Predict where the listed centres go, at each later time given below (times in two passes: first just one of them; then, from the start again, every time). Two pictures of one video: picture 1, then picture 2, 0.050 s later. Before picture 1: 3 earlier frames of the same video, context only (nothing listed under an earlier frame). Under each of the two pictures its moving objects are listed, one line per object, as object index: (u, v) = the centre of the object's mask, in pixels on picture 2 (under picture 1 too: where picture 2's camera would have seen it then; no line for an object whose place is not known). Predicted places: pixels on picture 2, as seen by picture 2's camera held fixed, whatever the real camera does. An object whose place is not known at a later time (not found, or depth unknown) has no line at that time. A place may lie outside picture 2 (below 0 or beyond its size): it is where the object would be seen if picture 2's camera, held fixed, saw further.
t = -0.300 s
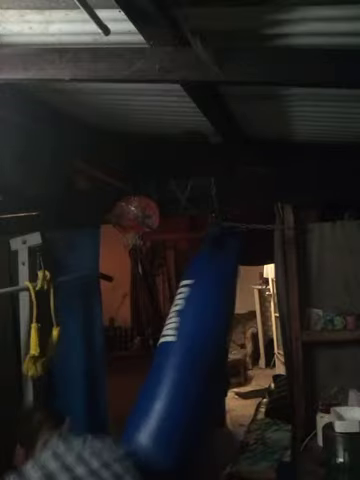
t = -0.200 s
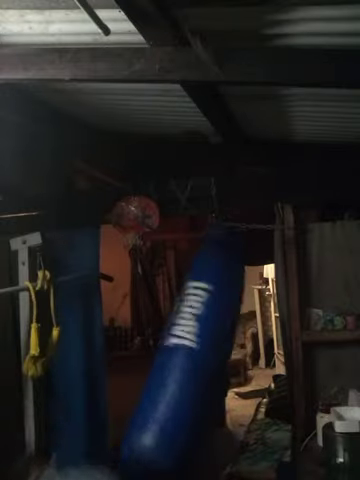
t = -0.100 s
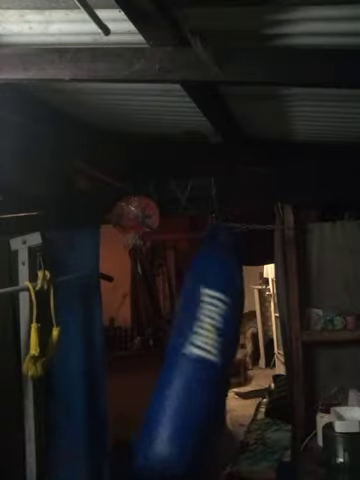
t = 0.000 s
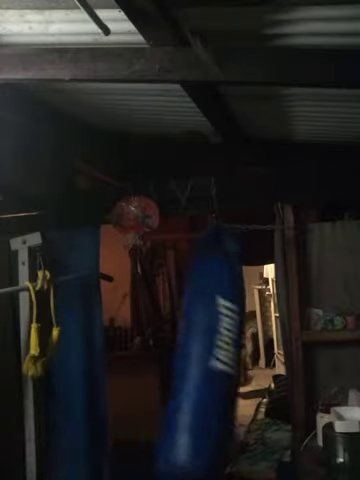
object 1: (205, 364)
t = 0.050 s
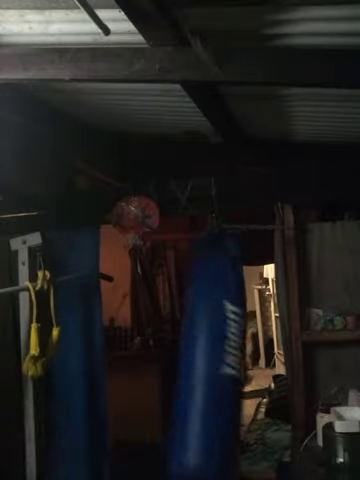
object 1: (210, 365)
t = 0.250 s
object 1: (230, 364)
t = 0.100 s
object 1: (215, 368)
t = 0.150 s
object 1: (220, 368)
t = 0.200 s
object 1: (226, 364)
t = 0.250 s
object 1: (230, 364)
